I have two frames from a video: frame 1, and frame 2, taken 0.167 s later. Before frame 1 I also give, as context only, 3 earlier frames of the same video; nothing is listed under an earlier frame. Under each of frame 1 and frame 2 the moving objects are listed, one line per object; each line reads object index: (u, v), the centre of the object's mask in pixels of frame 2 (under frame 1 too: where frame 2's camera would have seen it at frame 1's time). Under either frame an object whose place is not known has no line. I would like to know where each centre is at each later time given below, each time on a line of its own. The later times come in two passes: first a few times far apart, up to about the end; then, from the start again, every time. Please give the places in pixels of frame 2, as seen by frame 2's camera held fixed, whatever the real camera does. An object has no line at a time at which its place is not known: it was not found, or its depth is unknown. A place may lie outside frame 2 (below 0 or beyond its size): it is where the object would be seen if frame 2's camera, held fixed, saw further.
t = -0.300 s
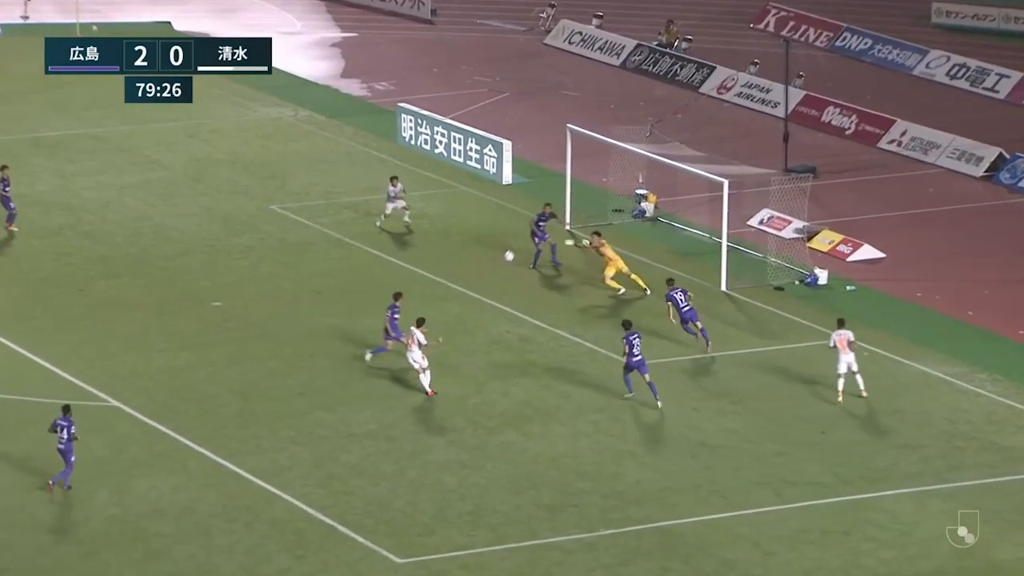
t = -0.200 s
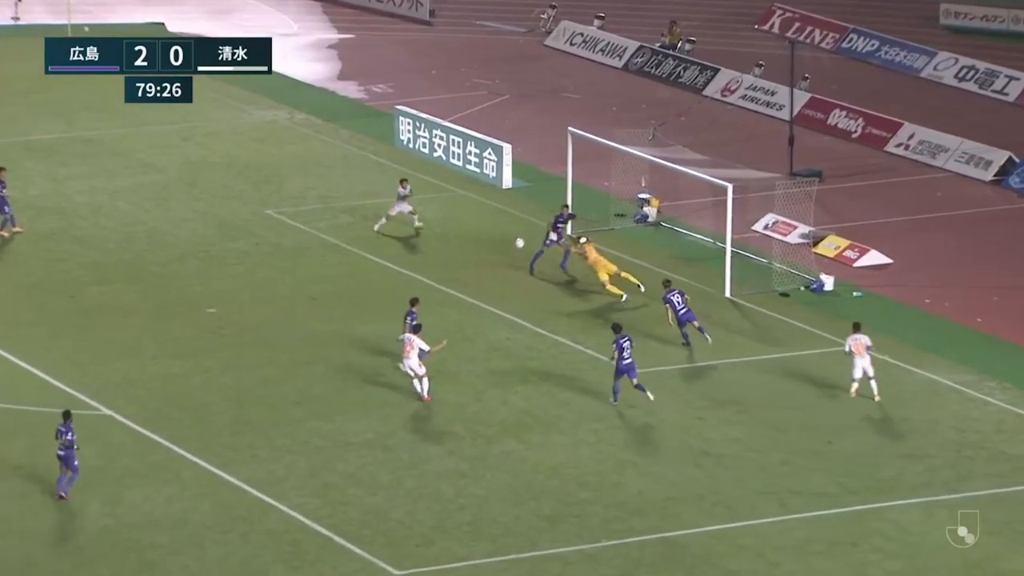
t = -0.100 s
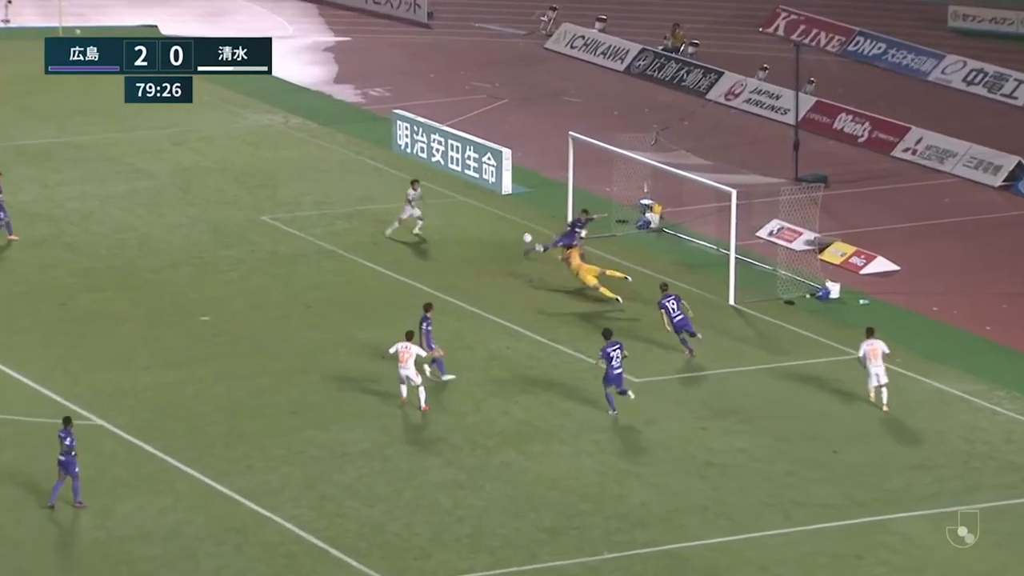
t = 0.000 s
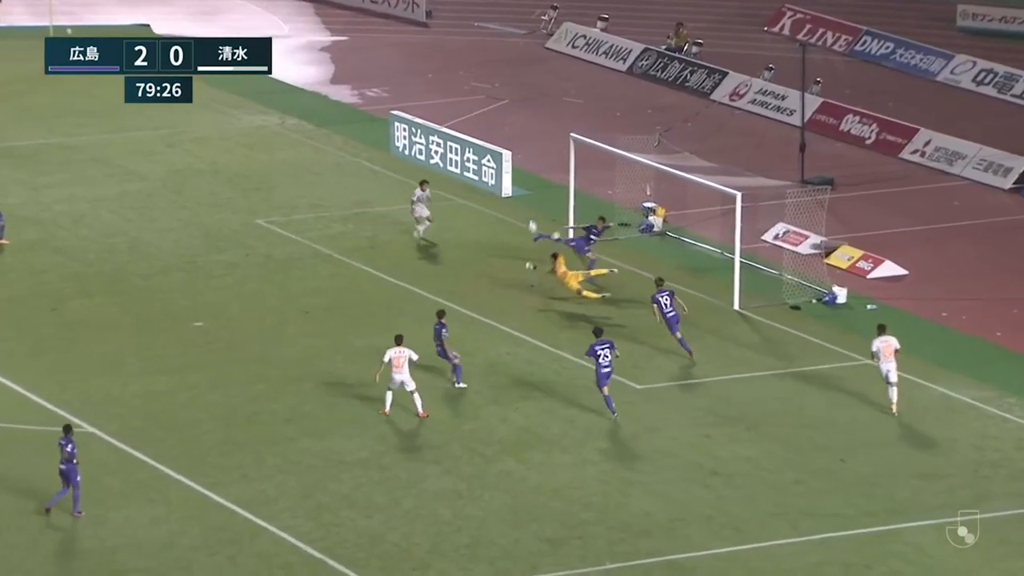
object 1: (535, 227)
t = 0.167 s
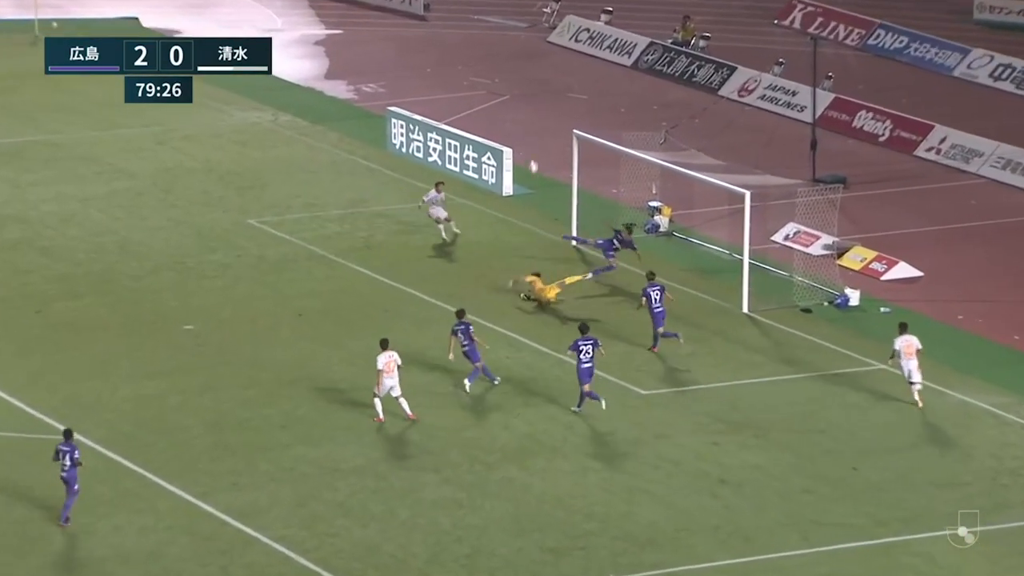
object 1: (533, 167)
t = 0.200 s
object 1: (533, 156)
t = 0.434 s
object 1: (529, 95)
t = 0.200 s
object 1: (533, 156)
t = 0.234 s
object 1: (532, 146)
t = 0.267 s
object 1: (532, 136)
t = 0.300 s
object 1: (531, 127)
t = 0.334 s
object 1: (531, 118)
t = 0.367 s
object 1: (530, 110)
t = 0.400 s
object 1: (530, 102)
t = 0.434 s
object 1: (529, 95)
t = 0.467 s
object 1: (528, 87)
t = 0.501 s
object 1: (527, 80)
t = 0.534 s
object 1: (527, 75)
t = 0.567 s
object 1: (526, 69)
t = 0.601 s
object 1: (525, 63)
